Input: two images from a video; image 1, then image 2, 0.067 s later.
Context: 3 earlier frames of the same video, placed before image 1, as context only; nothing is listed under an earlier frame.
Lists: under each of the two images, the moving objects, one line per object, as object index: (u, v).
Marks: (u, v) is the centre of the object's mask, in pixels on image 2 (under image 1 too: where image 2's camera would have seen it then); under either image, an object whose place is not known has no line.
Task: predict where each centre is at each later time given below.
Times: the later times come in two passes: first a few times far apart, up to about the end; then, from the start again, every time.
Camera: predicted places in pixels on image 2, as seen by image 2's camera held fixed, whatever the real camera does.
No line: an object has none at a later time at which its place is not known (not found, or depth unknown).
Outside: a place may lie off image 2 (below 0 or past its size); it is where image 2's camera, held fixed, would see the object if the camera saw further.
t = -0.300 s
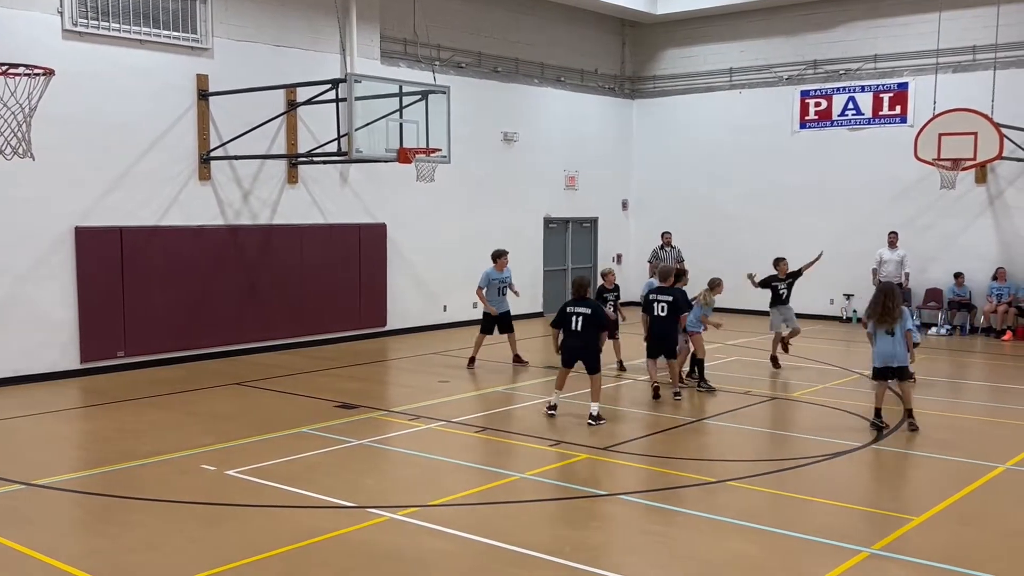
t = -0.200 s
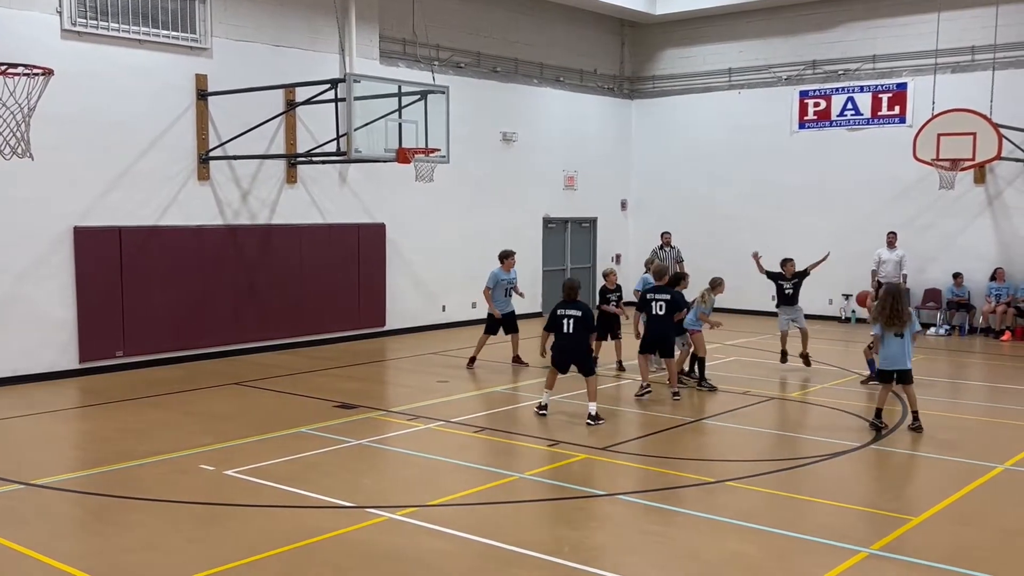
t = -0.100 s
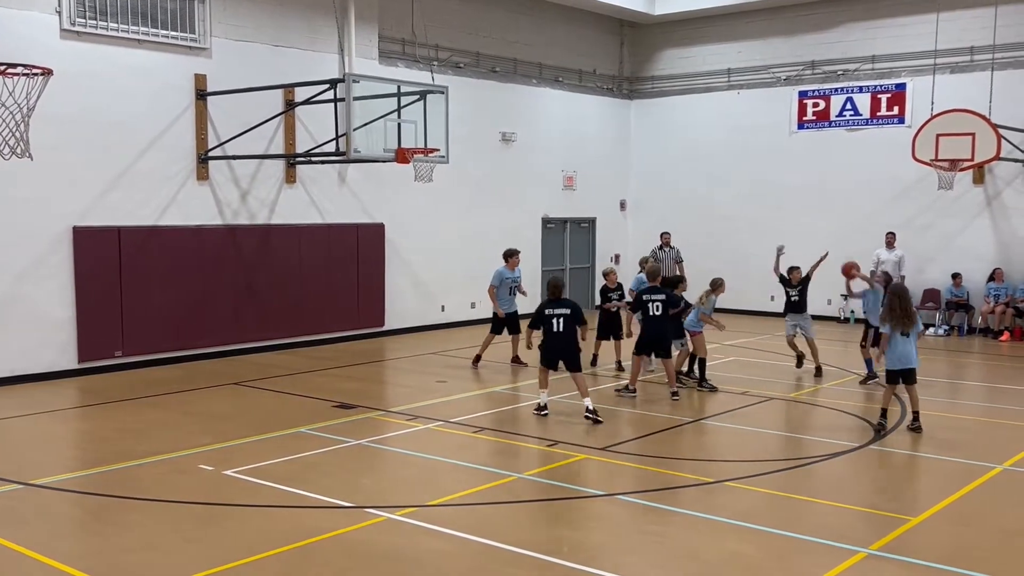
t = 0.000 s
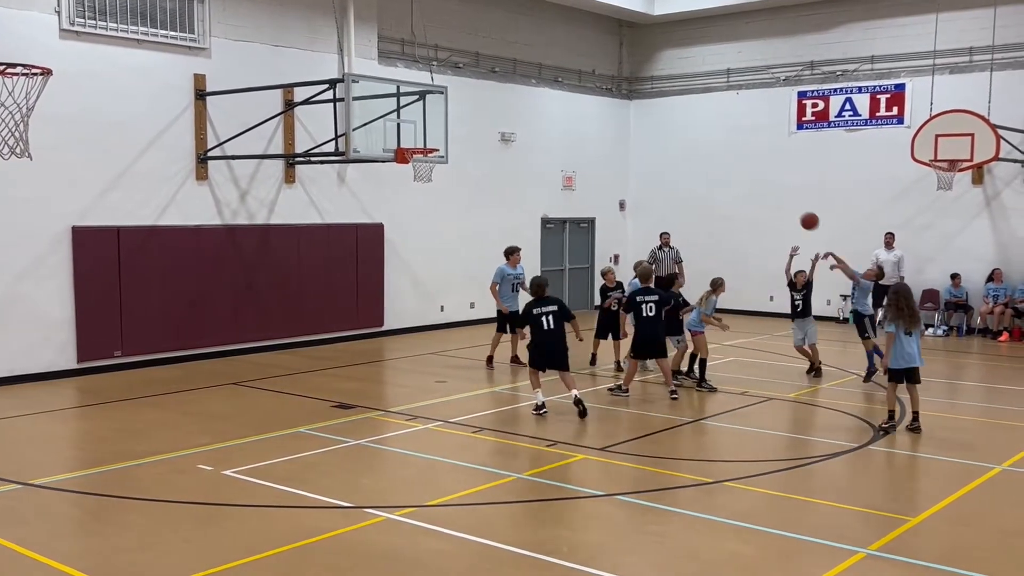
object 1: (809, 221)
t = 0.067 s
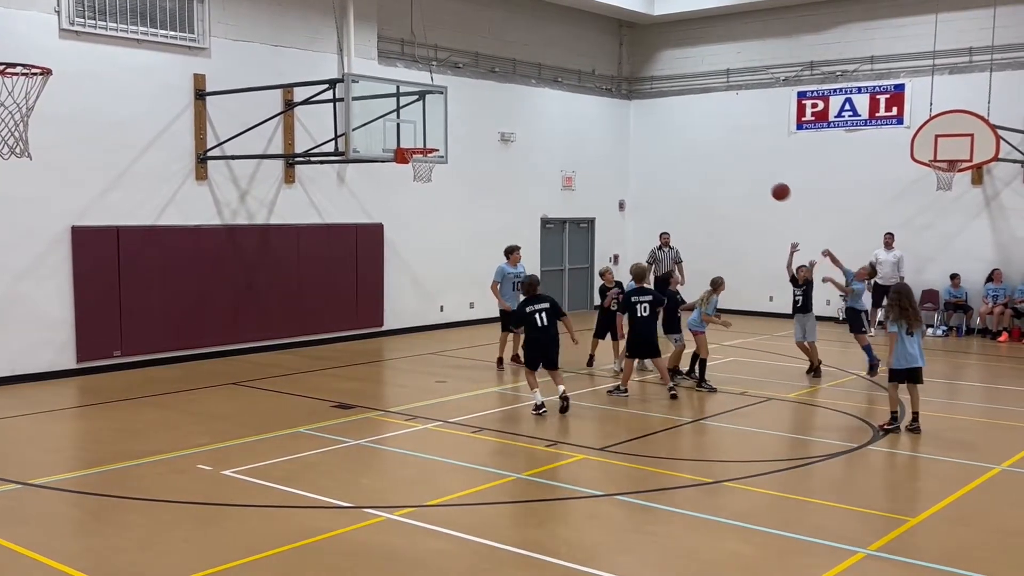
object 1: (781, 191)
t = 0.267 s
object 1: (696, 123)
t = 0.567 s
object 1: (574, 76)
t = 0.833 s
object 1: (468, 92)
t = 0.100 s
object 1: (766, 178)
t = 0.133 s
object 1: (753, 165)
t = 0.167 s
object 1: (738, 153)
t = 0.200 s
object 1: (724, 142)
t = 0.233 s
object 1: (710, 132)
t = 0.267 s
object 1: (696, 123)
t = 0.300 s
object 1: (683, 114)
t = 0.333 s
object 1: (668, 107)
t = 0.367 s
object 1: (655, 101)
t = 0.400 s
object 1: (641, 94)
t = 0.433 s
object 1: (628, 89)
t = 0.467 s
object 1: (615, 85)
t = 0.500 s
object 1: (600, 82)
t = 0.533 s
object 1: (587, 79)
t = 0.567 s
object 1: (574, 76)
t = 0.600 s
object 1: (559, 76)
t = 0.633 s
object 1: (547, 75)
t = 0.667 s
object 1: (534, 77)
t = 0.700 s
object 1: (521, 78)
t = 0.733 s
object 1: (507, 81)
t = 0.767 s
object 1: (494, 84)
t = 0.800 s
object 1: (481, 88)
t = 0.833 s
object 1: (468, 92)
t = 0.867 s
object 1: (455, 98)
